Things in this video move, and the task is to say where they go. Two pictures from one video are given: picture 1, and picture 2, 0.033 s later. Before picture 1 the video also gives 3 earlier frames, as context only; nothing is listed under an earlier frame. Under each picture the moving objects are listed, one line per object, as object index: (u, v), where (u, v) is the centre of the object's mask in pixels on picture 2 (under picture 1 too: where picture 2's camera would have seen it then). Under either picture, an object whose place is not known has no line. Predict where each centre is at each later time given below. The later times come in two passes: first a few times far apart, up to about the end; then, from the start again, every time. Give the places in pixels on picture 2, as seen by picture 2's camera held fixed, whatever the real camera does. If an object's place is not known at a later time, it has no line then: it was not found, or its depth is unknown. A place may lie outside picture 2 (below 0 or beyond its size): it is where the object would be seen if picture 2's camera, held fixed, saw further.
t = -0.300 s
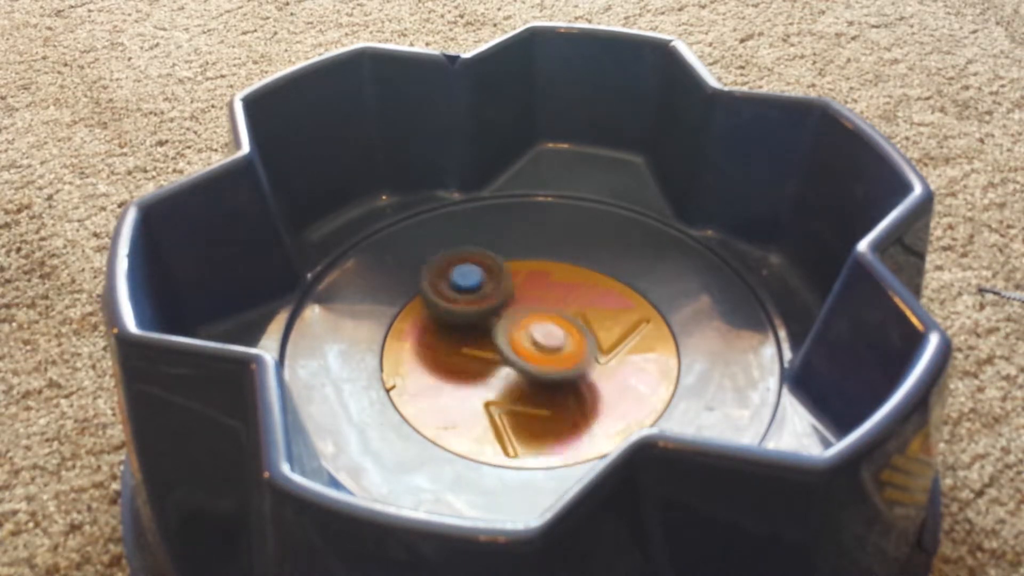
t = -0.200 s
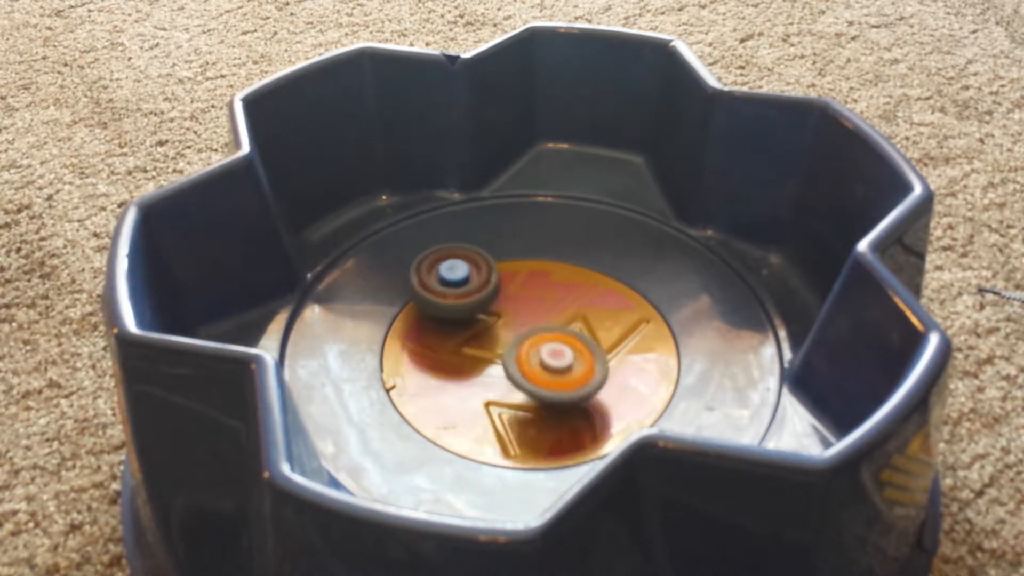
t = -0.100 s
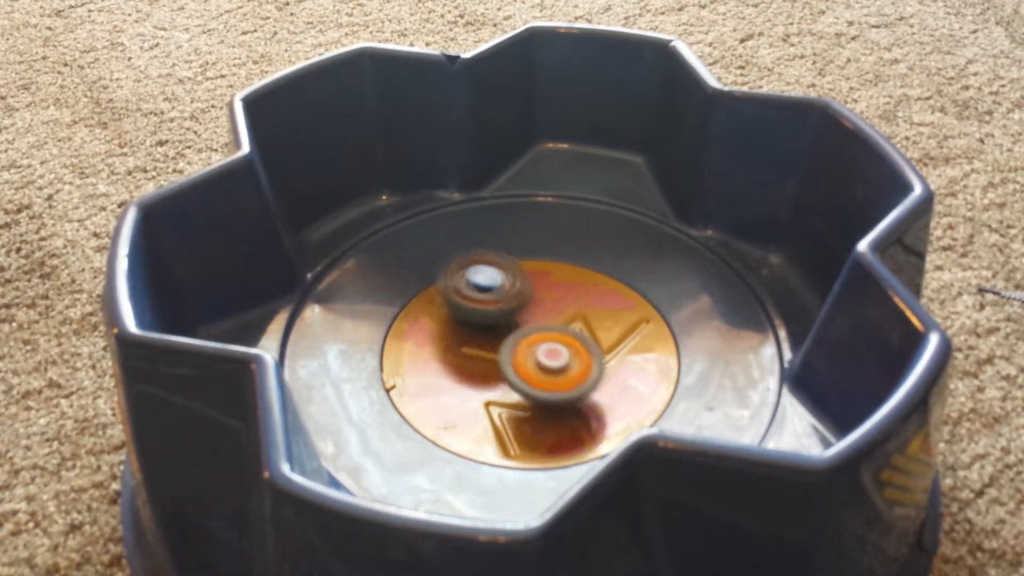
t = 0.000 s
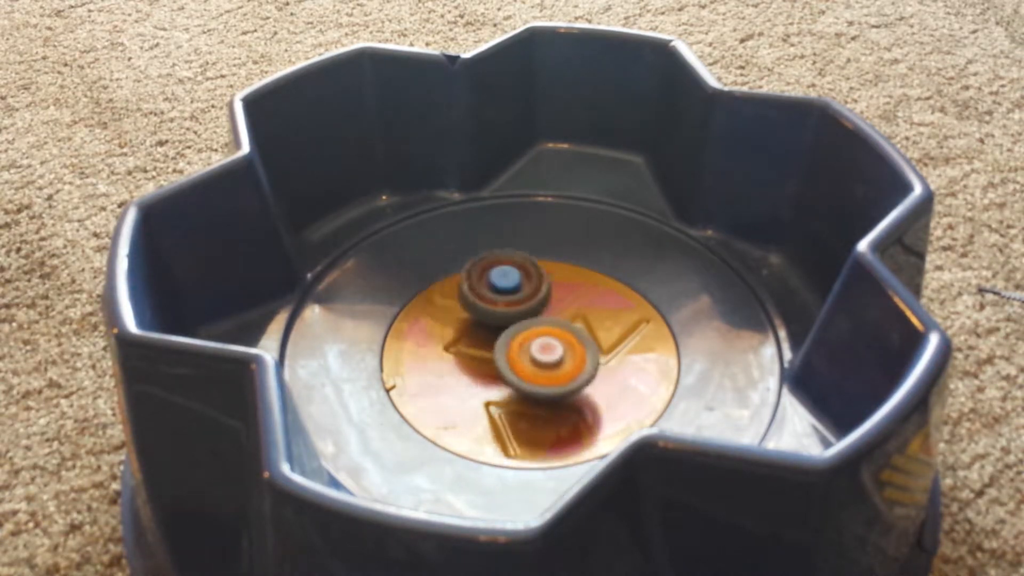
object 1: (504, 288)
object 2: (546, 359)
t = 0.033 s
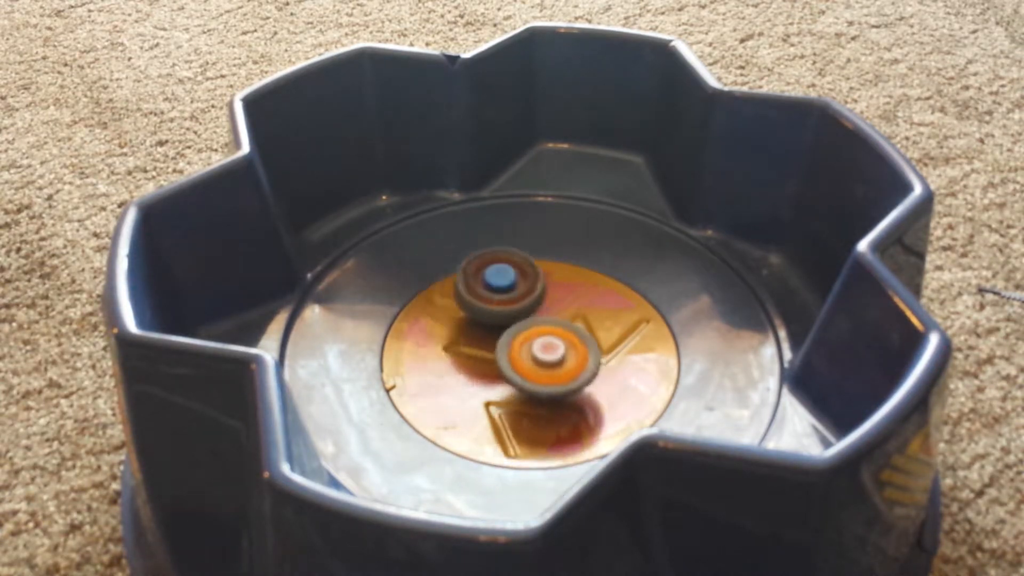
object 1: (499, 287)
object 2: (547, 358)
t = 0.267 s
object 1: (429, 278)
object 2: (552, 373)
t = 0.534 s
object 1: (446, 325)
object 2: (574, 382)
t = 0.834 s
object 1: (536, 330)
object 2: (654, 383)
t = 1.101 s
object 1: (578, 265)
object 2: (643, 360)
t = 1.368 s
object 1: (525, 275)
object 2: (574, 343)
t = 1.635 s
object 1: (489, 291)
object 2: (549, 361)
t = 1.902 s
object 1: (453, 302)
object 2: (551, 363)
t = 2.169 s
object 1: (441, 341)
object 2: (553, 339)
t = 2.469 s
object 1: (497, 354)
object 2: (571, 300)
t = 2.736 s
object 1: (502, 351)
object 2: (596, 265)
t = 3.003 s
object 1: (515, 339)
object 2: (595, 246)
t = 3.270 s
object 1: (479, 321)
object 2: (588, 254)
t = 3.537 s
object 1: (422, 368)
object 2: (587, 265)
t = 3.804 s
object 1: (490, 383)
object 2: (542, 314)
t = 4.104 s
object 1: (566, 389)
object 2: (535, 318)
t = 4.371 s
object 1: (652, 395)
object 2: (497, 263)
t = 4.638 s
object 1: (618, 342)
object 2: (464, 244)
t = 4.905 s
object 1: (542, 296)
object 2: (464, 239)
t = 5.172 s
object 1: (542, 326)
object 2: (426, 225)
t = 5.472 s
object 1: (562, 349)
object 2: (427, 254)
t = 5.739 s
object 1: (559, 347)
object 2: (459, 306)
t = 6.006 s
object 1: (611, 354)
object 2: (459, 318)
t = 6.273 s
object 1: (641, 343)
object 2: (410, 328)
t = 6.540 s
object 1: (583, 323)
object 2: (408, 344)
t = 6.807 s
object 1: (548, 281)
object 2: (413, 365)
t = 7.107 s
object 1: (542, 242)
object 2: (471, 388)
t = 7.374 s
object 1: (531, 271)
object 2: (521, 379)
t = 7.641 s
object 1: (496, 289)
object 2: (574, 416)
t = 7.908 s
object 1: (449, 326)
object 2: (613, 408)
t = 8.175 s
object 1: (473, 362)
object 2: (612, 397)
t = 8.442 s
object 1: (468, 359)
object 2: (639, 371)
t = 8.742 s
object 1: (507, 341)
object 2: (628, 322)
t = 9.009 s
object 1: (533, 322)
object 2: (639, 310)
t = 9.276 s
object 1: (467, 314)
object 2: (727, 312)
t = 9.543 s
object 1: (484, 310)
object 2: (749, 335)
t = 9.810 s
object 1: (514, 321)
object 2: (694, 364)
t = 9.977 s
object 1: (526, 339)
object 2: (641, 359)
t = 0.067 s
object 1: (492, 287)
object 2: (544, 355)
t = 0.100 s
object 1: (481, 289)
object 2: (543, 352)
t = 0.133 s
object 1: (472, 291)
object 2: (540, 349)
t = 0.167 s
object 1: (467, 291)
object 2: (542, 350)
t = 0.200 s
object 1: (453, 281)
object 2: (547, 361)
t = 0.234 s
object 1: (439, 275)
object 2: (546, 369)
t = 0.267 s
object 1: (429, 278)
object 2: (552, 373)
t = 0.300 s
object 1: (424, 287)
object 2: (552, 376)
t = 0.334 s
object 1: (422, 295)
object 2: (551, 377)
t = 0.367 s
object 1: (425, 302)
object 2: (552, 378)
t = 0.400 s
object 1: (430, 310)
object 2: (550, 377)
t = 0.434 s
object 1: (436, 318)
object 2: (551, 376)
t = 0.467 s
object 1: (445, 327)
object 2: (548, 374)
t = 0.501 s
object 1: (455, 332)
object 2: (553, 373)
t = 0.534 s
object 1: (446, 325)
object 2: (574, 382)
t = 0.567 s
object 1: (441, 318)
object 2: (593, 390)
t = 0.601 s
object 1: (443, 317)
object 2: (606, 393)
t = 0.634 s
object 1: (446, 320)
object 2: (616, 393)
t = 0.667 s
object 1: (454, 326)
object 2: (624, 393)
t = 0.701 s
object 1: (468, 329)
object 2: (633, 392)
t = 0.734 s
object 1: (486, 331)
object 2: (640, 390)
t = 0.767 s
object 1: (508, 330)
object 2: (647, 388)
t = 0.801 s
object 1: (524, 331)
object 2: (653, 387)
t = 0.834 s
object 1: (536, 330)
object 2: (654, 383)
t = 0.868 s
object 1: (548, 325)
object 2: (654, 380)
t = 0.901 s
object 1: (558, 316)
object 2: (655, 377)
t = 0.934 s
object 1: (568, 305)
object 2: (656, 374)
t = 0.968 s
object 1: (577, 293)
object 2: (656, 371)
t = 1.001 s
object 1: (583, 284)
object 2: (655, 369)
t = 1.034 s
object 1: (583, 277)
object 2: (653, 367)
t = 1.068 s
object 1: (581, 271)
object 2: (649, 363)
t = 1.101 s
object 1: (578, 265)
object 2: (643, 360)
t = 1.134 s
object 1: (573, 261)
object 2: (637, 358)
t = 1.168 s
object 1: (567, 258)
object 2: (630, 355)
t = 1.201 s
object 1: (560, 256)
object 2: (621, 353)
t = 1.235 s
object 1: (552, 257)
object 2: (613, 350)
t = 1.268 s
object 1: (545, 258)
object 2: (604, 348)
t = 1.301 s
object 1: (537, 262)
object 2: (594, 346)
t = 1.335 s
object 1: (530, 268)
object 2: (584, 344)
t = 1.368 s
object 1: (525, 275)
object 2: (574, 343)
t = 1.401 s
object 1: (519, 279)
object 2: (567, 344)
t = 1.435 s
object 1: (509, 280)
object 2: (562, 350)
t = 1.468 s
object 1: (504, 284)
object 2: (554, 352)
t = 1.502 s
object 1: (496, 289)
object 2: (545, 353)
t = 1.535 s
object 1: (485, 291)
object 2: (543, 355)
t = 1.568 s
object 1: (481, 290)
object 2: (549, 359)
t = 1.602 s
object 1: (483, 289)
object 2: (548, 361)
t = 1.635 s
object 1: (489, 291)
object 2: (549, 361)
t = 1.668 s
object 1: (496, 291)
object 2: (550, 361)
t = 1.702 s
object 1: (497, 288)
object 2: (547, 359)
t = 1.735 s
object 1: (492, 288)
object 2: (549, 357)
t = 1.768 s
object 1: (483, 292)
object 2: (546, 354)
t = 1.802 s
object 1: (476, 295)
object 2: (547, 353)
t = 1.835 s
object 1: (466, 295)
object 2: (552, 357)
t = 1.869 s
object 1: (460, 297)
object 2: (549, 361)
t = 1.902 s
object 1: (453, 302)
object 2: (551, 363)
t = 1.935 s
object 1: (449, 306)
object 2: (551, 363)
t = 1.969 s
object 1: (446, 311)
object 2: (548, 360)
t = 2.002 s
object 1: (445, 316)
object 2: (548, 356)
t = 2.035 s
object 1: (446, 323)
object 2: (546, 351)
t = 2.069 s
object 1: (444, 329)
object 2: (549, 348)
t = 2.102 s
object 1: (440, 332)
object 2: (550, 346)
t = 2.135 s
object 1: (439, 337)
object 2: (552, 343)
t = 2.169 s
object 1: (441, 341)
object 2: (553, 339)
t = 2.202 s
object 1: (445, 346)
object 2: (553, 336)
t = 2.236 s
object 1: (451, 349)
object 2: (554, 332)
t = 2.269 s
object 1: (456, 353)
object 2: (556, 328)
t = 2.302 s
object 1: (458, 355)
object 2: (563, 324)
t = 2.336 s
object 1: (464, 357)
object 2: (566, 319)
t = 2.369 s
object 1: (471, 358)
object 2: (567, 315)
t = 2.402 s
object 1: (479, 358)
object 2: (569, 310)
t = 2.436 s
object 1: (487, 357)
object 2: (570, 305)
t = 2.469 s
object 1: (497, 354)
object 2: (571, 300)
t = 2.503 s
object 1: (506, 352)
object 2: (572, 295)
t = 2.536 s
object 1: (511, 350)
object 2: (577, 295)
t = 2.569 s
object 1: (513, 347)
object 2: (581, 293)
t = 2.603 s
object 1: (507, 348)
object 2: (589, 284)
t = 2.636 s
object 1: (505, 349)
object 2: (593, 279)
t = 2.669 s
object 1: (503, 350)
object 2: (594, 274)
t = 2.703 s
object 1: (502, 351)
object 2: (595, 269)
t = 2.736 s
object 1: (502, 351)
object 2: (596, 265)
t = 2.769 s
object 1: (503, 352)
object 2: (596, 260)
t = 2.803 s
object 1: (505, 351)
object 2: (596, 256)
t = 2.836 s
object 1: (507, 351)
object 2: (597, 253)
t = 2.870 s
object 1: (508, 350)
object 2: (597, 251)
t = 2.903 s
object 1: (510, 347)
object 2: (596, 248)
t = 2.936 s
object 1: (512, 345)
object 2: (596, 246)
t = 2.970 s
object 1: (513, 342)
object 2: (595, 246)
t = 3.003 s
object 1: (515, 339)
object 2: (595, 246)
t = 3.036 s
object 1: (519, 335)
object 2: (595, 246)
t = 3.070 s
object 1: (521, 330)
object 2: (593, 246)
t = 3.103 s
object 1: (518, 326)
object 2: (591, 248)
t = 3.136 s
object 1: (516, 322)
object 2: (587, 249)
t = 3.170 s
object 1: (514, 318)
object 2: (584, 252)
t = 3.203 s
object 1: (512, 316)
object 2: (579, 255)
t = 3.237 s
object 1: (507, 313)
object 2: (576, 258)
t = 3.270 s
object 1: (479, 321)
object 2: (588, 254)
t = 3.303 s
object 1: (460, 328)
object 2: (597, 250)
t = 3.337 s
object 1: (447, 332)
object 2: (600, 251)
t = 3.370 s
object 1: (439, 337)
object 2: (599, 251)
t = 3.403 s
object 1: (433, 343)
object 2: (597, 253)
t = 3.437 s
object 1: (428, 350)
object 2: (595, 255)
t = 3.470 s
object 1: (424, 356)
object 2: (593, 258)
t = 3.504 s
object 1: (422, 362)
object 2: (590, 262)
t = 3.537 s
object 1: (422, 368)
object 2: (587, 265)
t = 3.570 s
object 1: (424, 374)
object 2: (583, 271)
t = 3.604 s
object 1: (429, 378)
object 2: (579, 275)
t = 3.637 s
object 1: (435, 382)
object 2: (576, 279)
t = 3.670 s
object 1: (444, 385)
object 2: (571, 286)
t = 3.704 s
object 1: (455, 386)
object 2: (565, 292)
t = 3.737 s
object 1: (466, 387)
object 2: (558, 305)
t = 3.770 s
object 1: (478, 385)
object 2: (549, 310)
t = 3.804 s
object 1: (490, 383)
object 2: (542, 314)
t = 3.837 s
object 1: (500, 389)
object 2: (540, 316)
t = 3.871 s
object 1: (507, 397)
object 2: (544, 312)
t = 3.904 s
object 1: (511, 401)
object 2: (549, 309)
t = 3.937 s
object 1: (518, 400)
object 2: (550, 308)
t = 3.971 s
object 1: (529, 397)
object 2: (550, 310)
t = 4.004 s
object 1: (539, 394)
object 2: (547, 313)
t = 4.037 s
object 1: (546, 389)
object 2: (542, 315)
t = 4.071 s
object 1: (555, 390)
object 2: (537, 316)
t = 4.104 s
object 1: (566, 389)
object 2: (535, 318)
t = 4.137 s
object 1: (580, 402)
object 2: (532, 306)
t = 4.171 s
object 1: (595, 411)
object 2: (530, 297)
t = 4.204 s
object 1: (605, 412)
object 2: (525, 284)
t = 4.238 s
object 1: (616, 409)
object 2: (521, 277)
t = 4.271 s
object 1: (628, 404)
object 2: (515, 273)
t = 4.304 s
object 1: (638, 401)
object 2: (509, 270)
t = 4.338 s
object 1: (646, 398)
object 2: (503, 266)
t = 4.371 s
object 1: (652, 395)
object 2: (497, 263)
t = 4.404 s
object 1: (654, 391)
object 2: (492, 260)
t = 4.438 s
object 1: (656, 386)
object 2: (486, 257)
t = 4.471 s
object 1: (654, 378)
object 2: (482, 254)
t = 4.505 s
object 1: (649, 370)
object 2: (476, 251)
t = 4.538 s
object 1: (643, 363)
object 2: (472, 249)
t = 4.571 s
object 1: (636, 356)
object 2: (468, 247)
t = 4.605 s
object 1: (628, 349)
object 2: (465, 246)
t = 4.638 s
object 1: (618, 342)
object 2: (464, 244)
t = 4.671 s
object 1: (607, 335)
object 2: (465, 243)
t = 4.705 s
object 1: (599, 328)
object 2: (465, 243)
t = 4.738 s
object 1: (590, 323)
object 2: (463, 244)
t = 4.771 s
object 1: (579, 316)
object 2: (465, 244)
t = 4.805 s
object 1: (567, 308)
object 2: (469, 243)
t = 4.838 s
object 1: (554, 301)
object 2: (472, 243)
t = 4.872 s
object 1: (543, 296)
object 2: (472, 243)
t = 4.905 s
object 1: (542, 296)
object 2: (464, 239)
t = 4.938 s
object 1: (537, 296)
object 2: (460, 239)
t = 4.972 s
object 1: (530, 294)
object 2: (458, 239)
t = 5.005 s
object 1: (529, 296)
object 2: (453, 238)
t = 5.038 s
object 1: (536, 307)
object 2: (440, 228)
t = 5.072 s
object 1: (538, 311)
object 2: (435, 226)
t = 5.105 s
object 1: (540, 315)
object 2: (431, 225)
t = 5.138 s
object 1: (541, 321)
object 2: (428, 225)
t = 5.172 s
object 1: (542, 326)
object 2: (426, 225)
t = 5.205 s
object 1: (543, 327)
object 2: (424, 226)
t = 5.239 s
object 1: (546, 330)
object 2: (423, 227)
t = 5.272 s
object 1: (548, 333)
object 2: (422, 228)
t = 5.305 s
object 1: (551, 336)
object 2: (421, 231)
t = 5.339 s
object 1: (553, 340)
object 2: (421, 235)
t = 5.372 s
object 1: (556, 343)
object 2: (422, 239)
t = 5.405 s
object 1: (558, 345)
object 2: (423, 243)
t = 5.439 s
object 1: (560, 348)
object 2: (425, 248)
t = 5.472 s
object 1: (562, 349)
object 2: (427, 254)
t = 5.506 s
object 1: (564, 350)
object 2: (429, 259)
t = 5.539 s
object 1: (566, 352)
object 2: (432, 266)
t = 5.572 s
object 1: (568, 352)
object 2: (434, 274)
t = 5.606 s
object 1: (568, 352)
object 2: (437, 281)
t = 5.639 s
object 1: (567, 351)
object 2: (445, 286)
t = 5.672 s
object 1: (566, 350)
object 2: (452, 293)
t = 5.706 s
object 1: (563, 348)
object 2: (457, 299)
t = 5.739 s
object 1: (559, 347)
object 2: (459, 306)
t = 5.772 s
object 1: (557, 346)
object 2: (461, 314)
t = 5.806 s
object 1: (563, 349)
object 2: (452, 314)
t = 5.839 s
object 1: (568, 350)
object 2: (449, 320)
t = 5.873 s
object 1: (572, 351)
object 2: (451, 323)
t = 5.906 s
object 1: (575, 351)
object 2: (462, 325)
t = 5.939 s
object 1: (578, 350)
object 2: (474, 326)
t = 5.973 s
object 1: (586, 348)
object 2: (477, 324)
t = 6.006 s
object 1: (611, 354)
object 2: (459, 318)
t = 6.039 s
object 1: (624, 356)
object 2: (445, 317)
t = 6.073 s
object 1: (630, 355)
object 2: (441, 318)
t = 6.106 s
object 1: (636, 354)
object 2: (436, 320)
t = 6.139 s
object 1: (642, 352)
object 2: (431, 321)
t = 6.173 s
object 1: (645, 351)
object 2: (425, 323)
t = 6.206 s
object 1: (647, 348)
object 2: (419, 325)
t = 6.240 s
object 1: (645, 345)
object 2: (415, 326)
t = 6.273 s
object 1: (641, 343)
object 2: (410, 328)
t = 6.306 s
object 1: (635, 340)
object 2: (406, 329)
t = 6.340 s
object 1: (628, 338)
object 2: (403, 331)
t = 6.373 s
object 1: (621, 336)
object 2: (401, 333)
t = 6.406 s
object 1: (613, 334)
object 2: (400, 335)
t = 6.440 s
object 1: (605, 332)
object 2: (400, 337)
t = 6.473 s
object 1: (598, 328)
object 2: (401, 339)
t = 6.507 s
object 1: (592, 325)
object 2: (405, 342)
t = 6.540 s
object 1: (583, 323)
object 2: (408, 344)
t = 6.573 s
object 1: (572, 320)
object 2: (412, 345)
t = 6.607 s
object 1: (562, 317)
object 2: (418, 345)
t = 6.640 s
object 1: (551, 314)
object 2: (425, 347)
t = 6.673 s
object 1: (540, 311)
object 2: (431, 347)
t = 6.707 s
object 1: (530, 309)
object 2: (440, 347)
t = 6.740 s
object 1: (528, 305)
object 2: (435, 351)
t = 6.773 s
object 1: (541, 293)
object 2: (420, 360)
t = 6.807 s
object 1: (548, 281)
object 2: (413, 365)
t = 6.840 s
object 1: (550, 275)
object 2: (414, 369)
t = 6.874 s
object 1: (548, 269)
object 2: (419, 372)
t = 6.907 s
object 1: (547, 263)
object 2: (425, 376)
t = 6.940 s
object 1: (546, 257)
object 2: (431, 379)
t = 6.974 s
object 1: (545, 253)
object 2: (438, 382)
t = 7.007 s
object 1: (544, 248)
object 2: (446, 384)
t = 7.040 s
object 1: (544, 245)
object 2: (454, 386)
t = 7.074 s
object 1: (543, 242)
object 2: (462, 387)
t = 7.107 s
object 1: (542, 242)
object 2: (471, 388)
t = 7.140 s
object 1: (541, 241)
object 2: (479, 389)
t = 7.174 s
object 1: (540, 243)
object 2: (488, 389)
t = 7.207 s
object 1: (539, 246)
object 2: (498, 390)
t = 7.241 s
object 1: (537, 250)
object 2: (504, 387)
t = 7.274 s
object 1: (536, 255)
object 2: (509, 384)
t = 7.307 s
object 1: (534, 259)
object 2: (518, 381)
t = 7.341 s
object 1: (533, 265)
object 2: (521, 380)
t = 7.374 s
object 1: (531, 271)
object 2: (521, 379)
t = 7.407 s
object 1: (529, 279)
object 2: (524, 376)
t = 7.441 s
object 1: (526, 286)
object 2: (531, 375)
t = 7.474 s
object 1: (523, 295)
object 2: (538, 374)
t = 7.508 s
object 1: (520, 303)
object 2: (545, 374)
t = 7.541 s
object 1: (515, 307)
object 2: (555, 387)
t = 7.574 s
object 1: (508, 294)
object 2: (563, 402)
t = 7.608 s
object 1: (503, 290)
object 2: (568, 412)
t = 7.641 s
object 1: (496, 289)
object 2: (574, 416)
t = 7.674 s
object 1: (486, 290)
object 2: (582, 417)
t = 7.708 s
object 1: (479, 294)
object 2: (588, 417)
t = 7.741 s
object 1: (473, 299)
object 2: (594, 417)
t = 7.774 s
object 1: (466, 302)
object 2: (600, 417)
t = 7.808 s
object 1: (461, 307)
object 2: (604, 414)
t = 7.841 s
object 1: (456, 312)
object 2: (607, 411)
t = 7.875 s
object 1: (451, 319)
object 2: (610, 409)
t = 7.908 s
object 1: (449, 326)
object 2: (613, 408)
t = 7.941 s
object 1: (450, 331)
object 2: (615, 407)
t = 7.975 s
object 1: (451, 337)
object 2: (616, 407)
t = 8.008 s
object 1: (453, 341)
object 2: (617, 406)
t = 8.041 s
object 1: (456, 346)
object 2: (617, 405)
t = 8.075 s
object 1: (459, 351)
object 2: (617, 404)
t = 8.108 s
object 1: (463, 355)
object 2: (616, 403)
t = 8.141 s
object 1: (468, 359)
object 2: (614, 400)
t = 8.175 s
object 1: (473, 362)
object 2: (612, 397)
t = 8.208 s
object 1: (479, 365)
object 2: (609, 394)
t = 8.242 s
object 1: (486, 368)
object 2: (605, 391)
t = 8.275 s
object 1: (491, 370)
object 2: (601, 386)
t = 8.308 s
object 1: (481, 367)
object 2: (616, 385)
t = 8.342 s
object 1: (470, 363)
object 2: (630, 384)
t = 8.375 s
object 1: (468, 359)
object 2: (636, 380)
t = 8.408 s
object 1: (470, 360)
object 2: (638, 376)
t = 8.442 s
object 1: (468, 359)
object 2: (639, 371)
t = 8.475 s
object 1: (470, 357)
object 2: (640, 365)
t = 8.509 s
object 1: (473, 356)
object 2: (639, 360)
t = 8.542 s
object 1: (475, 354)
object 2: (639, 355)
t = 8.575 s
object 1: (480, 352)
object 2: (638, 349)
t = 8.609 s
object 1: (484, 350)
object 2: (636, 344)
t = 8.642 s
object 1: (489, 347)
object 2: (635, 339)
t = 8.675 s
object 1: (494, 345)
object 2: (633, 333)
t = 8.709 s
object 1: (500, 343)
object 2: (630, 327)
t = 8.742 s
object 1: (507, 341)
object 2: (628, 322)
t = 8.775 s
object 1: (516, 338)
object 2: (625, 317)
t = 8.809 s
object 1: (525, 335)
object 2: (623, 313)
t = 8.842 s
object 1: (525, 332)
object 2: (626, 310)
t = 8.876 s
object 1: (520, 329)
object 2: (639, 311)
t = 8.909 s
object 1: (520, 325)
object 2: (641, 308)
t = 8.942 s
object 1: (523, 323)
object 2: (641, 303)
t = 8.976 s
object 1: (529, 323)
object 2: (642, 307)
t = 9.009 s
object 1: (533, 322)
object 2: (639, 310)
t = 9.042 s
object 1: (529, 320)
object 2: (641, 311)
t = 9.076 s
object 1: (502, 319)
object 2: (669, 310)
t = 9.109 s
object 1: (483, 315)
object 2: (687, 311)
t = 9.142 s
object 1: (473, 314)
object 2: (699, 311)
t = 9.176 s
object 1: (468, 313)
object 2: (707, 311)
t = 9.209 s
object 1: (465, 311)
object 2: (715, 311)
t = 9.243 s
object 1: (465, 311)
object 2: (721, 311)
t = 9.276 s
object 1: (467, 314)
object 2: (727, 312)
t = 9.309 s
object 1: (468, 313)
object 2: (733, 313)
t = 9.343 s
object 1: (467, 310)
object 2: (737, 315)
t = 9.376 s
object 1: (468, 310)
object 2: (742, 317)
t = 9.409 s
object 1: (470, 315)
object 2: (745, 320)
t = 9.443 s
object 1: (471, 316)
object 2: (749, 324)
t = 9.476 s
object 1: (473, 313)
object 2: (750, 328)
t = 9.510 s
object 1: (479, 310)
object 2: (751, 332)
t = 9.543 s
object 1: (484, 310)
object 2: (749, 335)
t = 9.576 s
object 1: (487, 309)
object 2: (747, 340)
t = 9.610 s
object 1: (490, 309)
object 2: (742, 343)
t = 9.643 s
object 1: (496, 310)
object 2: (737, 347)
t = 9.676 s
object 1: (499, 311)
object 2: (730, 350)
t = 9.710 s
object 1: (503, 313)
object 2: (723, 354)
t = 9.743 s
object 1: (507, 315)
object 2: (714, 357)
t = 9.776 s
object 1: (511, 317)
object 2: (708, 359)
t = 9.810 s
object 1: (514, 321)
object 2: (694, 364)
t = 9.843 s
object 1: (517, 324)
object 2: (684, 364)
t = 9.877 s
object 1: (520, 326)
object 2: (674, 364)
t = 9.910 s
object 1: (524, 330)
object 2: (662, 363)
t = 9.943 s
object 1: (525, 335)
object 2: (651, 362)
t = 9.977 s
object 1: (526, 339)
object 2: (641, 359)
